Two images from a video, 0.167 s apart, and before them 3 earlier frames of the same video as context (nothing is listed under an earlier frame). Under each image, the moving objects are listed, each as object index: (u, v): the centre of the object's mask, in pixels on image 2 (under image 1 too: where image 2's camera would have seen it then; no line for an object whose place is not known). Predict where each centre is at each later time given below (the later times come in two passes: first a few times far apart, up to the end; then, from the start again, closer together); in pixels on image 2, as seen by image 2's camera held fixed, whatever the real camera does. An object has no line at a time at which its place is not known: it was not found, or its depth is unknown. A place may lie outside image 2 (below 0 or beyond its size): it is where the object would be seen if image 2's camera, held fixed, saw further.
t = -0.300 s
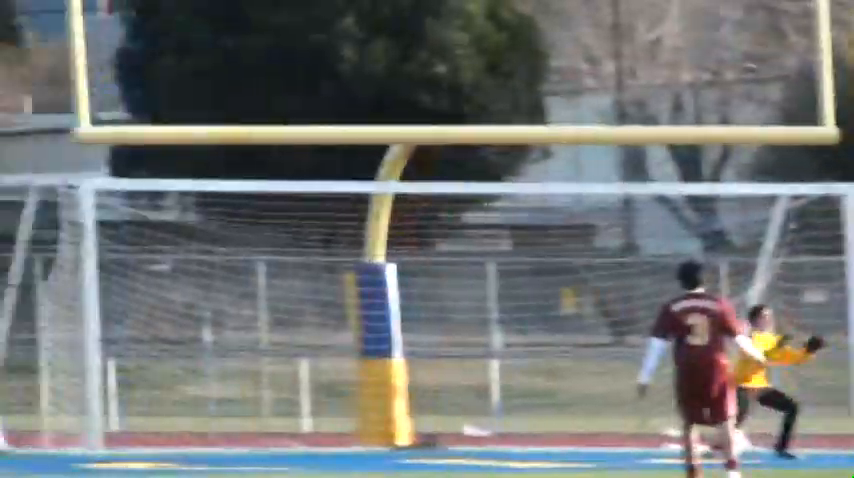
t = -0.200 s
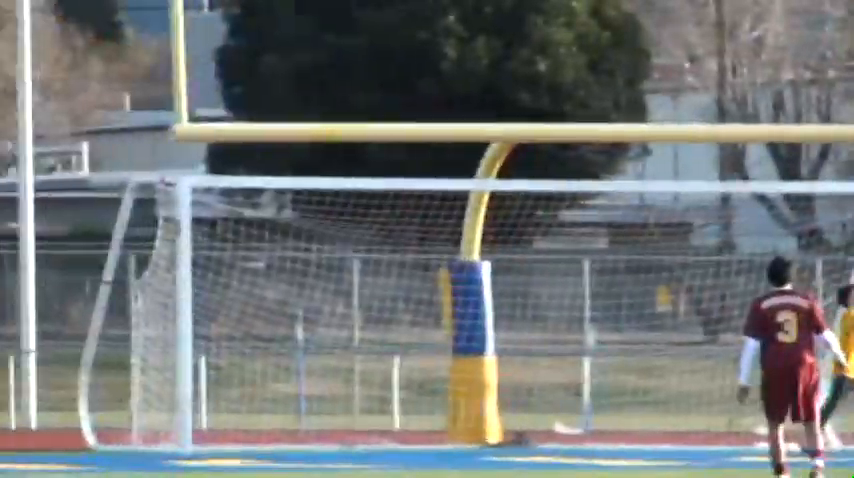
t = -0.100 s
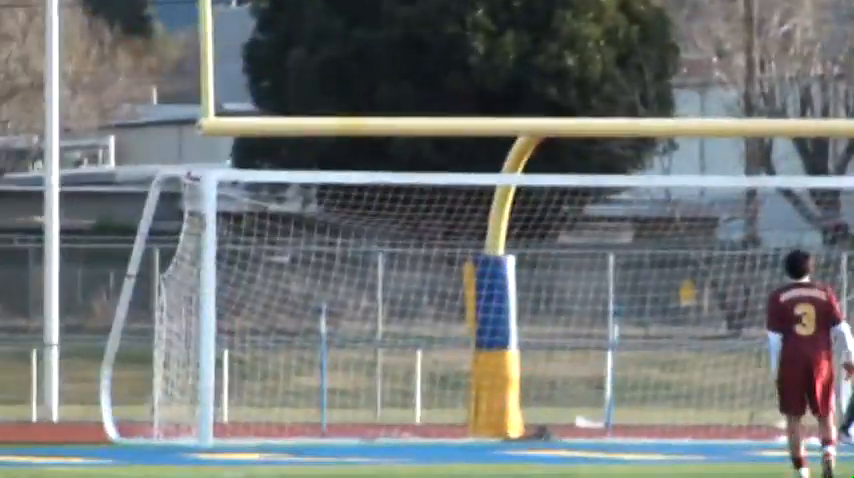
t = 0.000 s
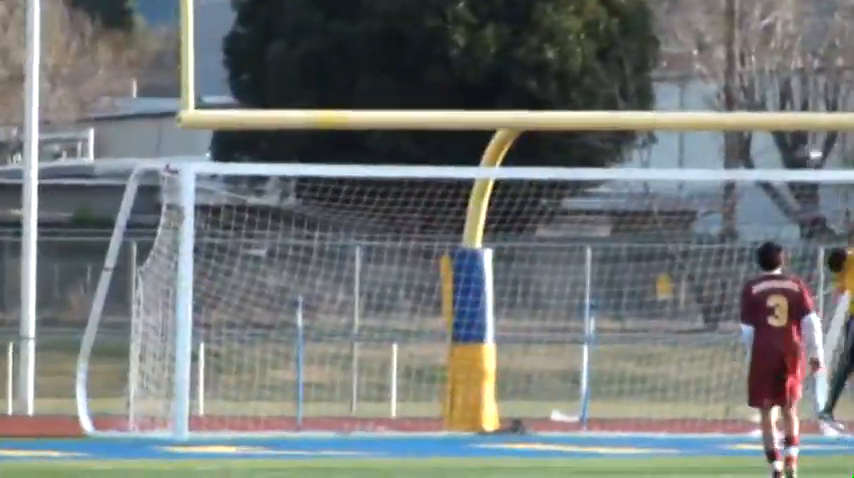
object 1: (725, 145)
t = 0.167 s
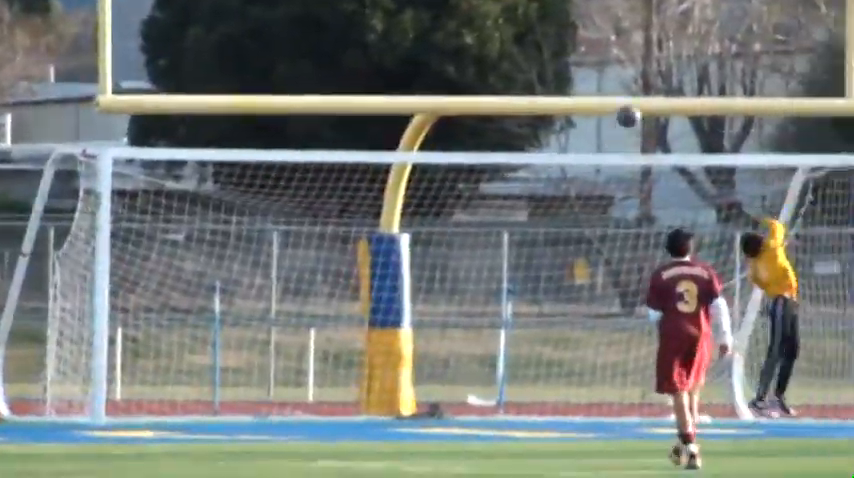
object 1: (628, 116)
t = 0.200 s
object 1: (630, 105)
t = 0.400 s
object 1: (637, 63)
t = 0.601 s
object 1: (624, 68)
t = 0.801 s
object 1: (601, 125)
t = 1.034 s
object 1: (552, 263)
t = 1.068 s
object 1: (542, 290)
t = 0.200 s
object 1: (630, 105)
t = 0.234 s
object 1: (632, 94)
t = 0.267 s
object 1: (635, 84)
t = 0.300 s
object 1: (636, 78)
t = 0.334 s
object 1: (637, 72)
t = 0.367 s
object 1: (636, 66)
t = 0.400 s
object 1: (637, 63)
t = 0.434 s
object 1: (635, 60)
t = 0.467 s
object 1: (633, 59)
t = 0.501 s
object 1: (632, 59)
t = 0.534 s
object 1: (630, 61)
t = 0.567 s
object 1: (627, 64)
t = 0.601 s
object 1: (624, 68)
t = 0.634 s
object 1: (621, 75)
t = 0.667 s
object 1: (618, 81)
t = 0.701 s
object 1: (615, 89)
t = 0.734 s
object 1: (610, 100)
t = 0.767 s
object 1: (606, 111)
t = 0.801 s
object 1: (601, 125)
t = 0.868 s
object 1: (589, 155)
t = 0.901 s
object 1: (583, 173)
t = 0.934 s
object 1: (582, 192)
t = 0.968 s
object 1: (568, 214)
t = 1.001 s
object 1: (560, 238)
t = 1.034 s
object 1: (552, 263)
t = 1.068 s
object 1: (542, 290)
